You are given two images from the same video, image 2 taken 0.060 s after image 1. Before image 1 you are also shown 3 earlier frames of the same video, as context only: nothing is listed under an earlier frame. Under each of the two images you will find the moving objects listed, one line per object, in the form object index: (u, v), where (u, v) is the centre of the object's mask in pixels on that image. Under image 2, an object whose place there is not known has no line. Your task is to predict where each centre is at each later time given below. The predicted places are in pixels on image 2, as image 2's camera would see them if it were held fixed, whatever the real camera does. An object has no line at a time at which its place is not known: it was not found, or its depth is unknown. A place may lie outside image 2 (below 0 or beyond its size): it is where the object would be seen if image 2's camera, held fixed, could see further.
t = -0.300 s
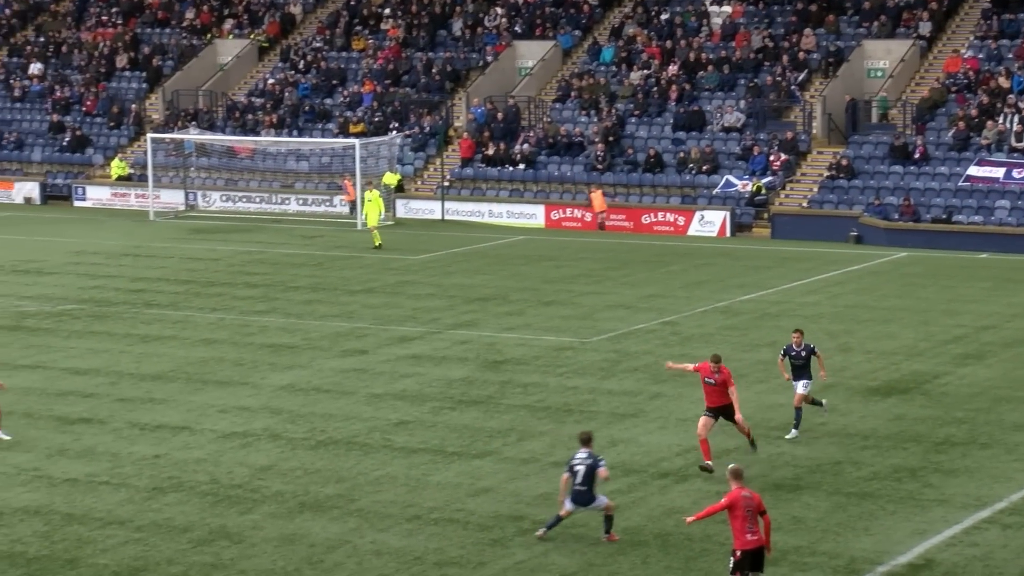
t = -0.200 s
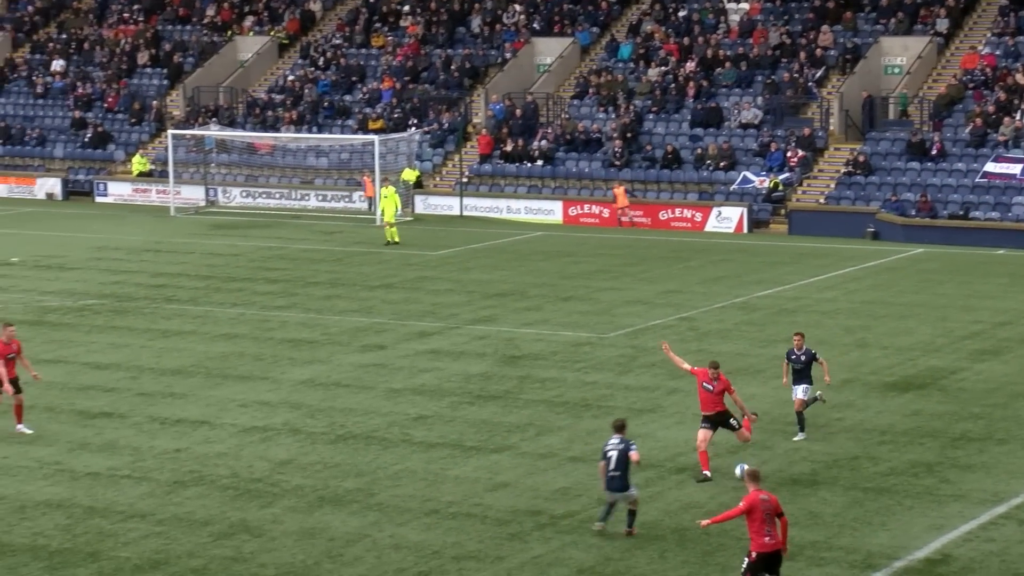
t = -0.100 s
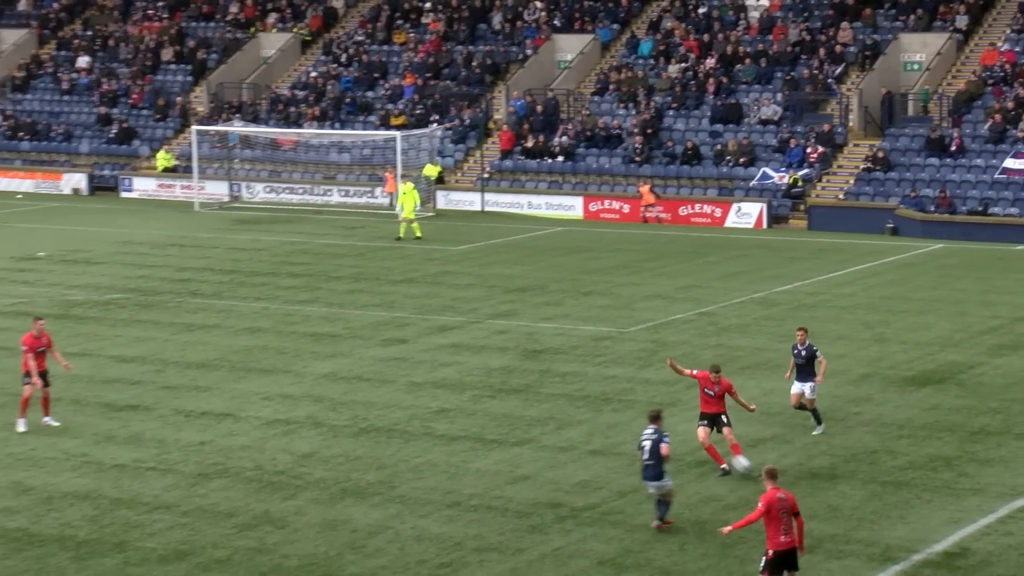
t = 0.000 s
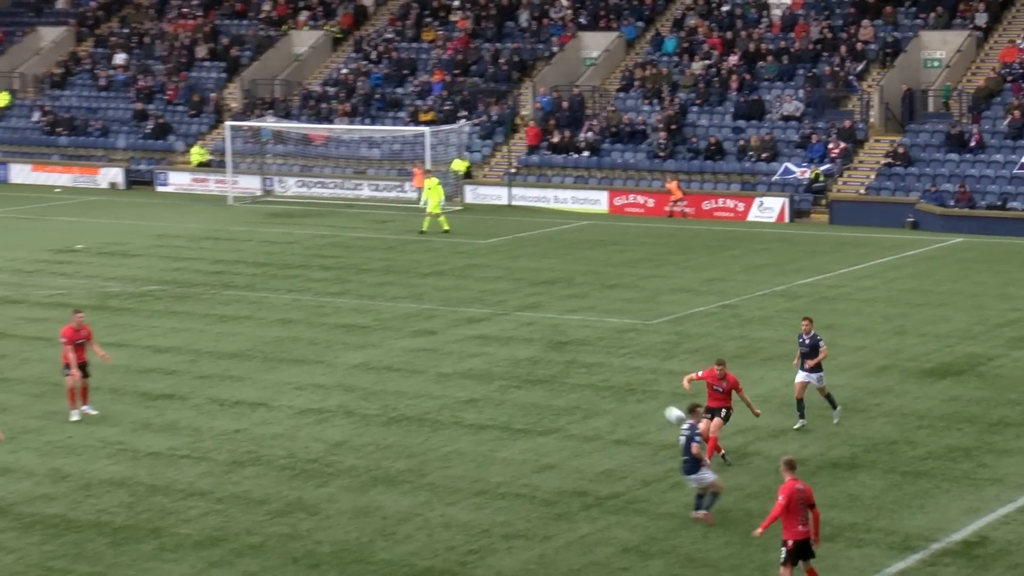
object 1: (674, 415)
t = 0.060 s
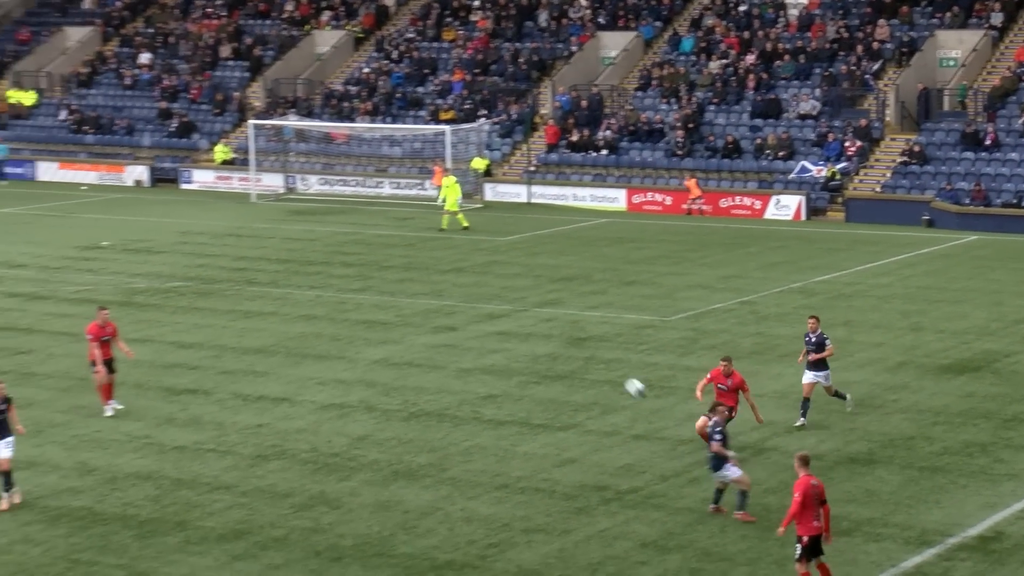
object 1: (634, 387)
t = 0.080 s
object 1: (616, 379)
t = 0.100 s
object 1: (596, 371)
